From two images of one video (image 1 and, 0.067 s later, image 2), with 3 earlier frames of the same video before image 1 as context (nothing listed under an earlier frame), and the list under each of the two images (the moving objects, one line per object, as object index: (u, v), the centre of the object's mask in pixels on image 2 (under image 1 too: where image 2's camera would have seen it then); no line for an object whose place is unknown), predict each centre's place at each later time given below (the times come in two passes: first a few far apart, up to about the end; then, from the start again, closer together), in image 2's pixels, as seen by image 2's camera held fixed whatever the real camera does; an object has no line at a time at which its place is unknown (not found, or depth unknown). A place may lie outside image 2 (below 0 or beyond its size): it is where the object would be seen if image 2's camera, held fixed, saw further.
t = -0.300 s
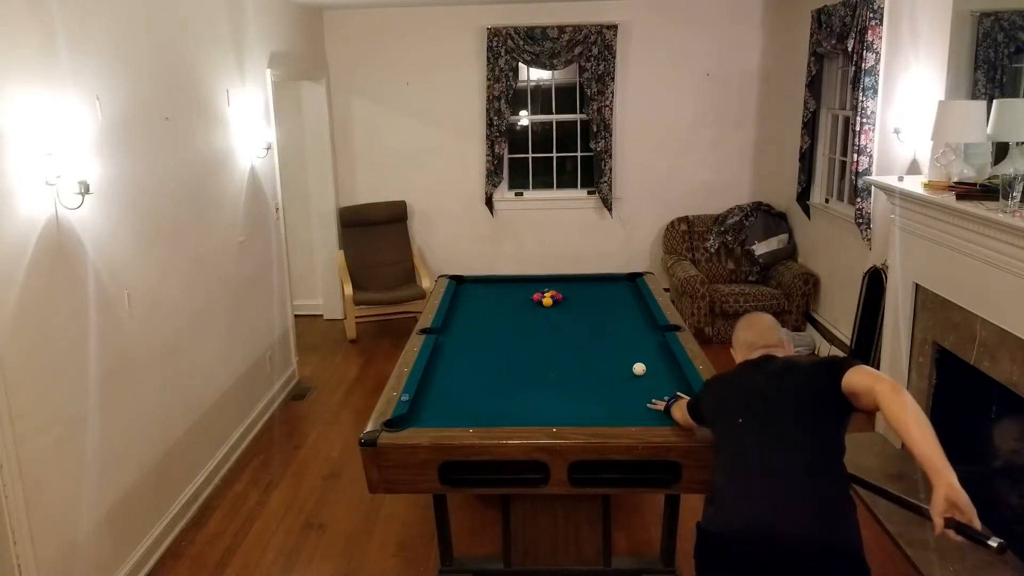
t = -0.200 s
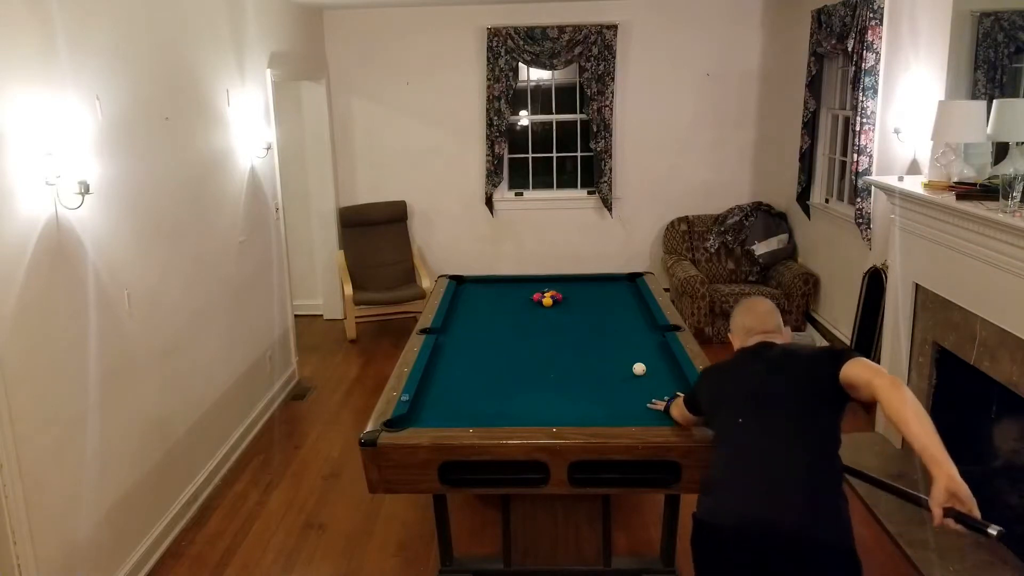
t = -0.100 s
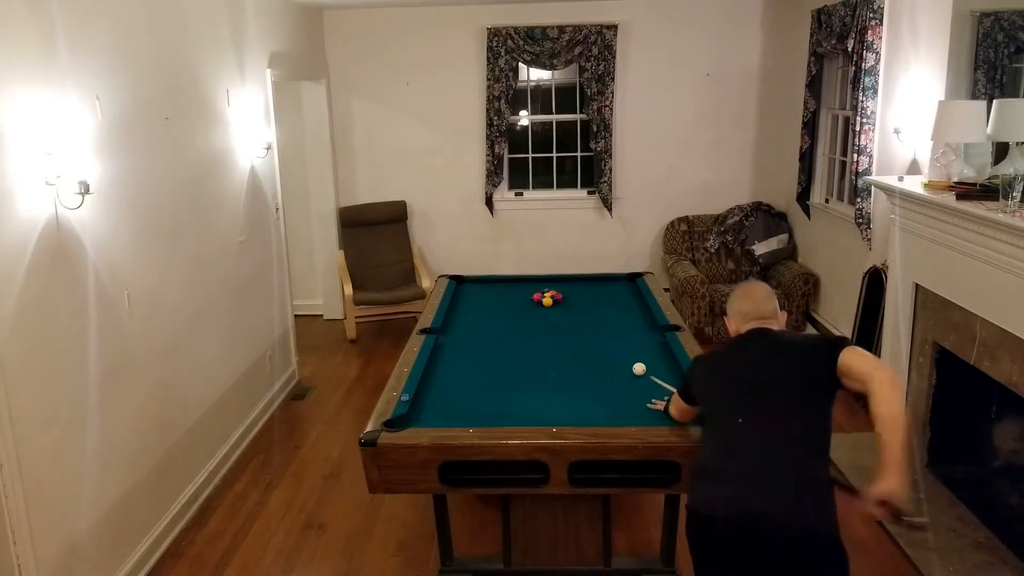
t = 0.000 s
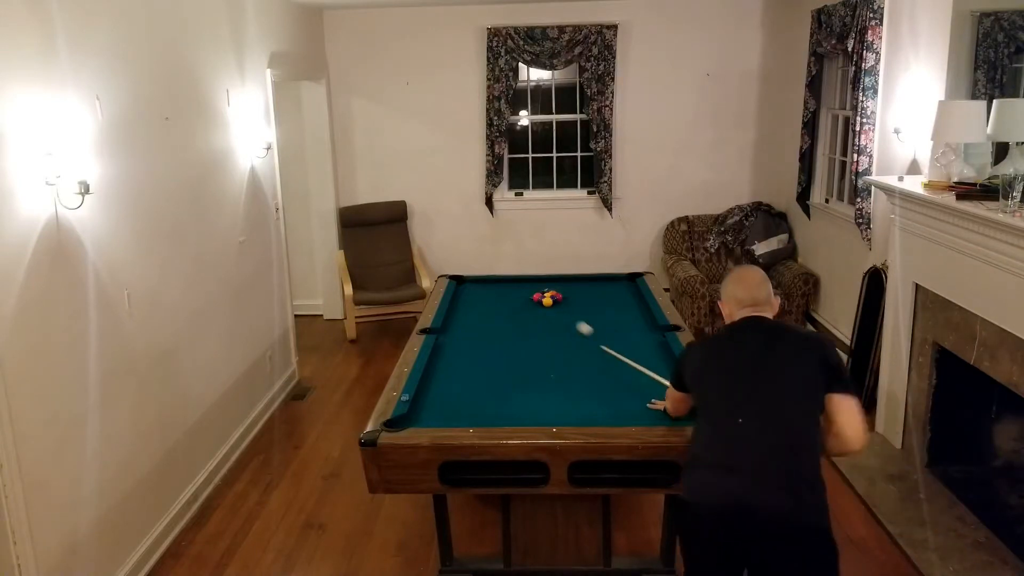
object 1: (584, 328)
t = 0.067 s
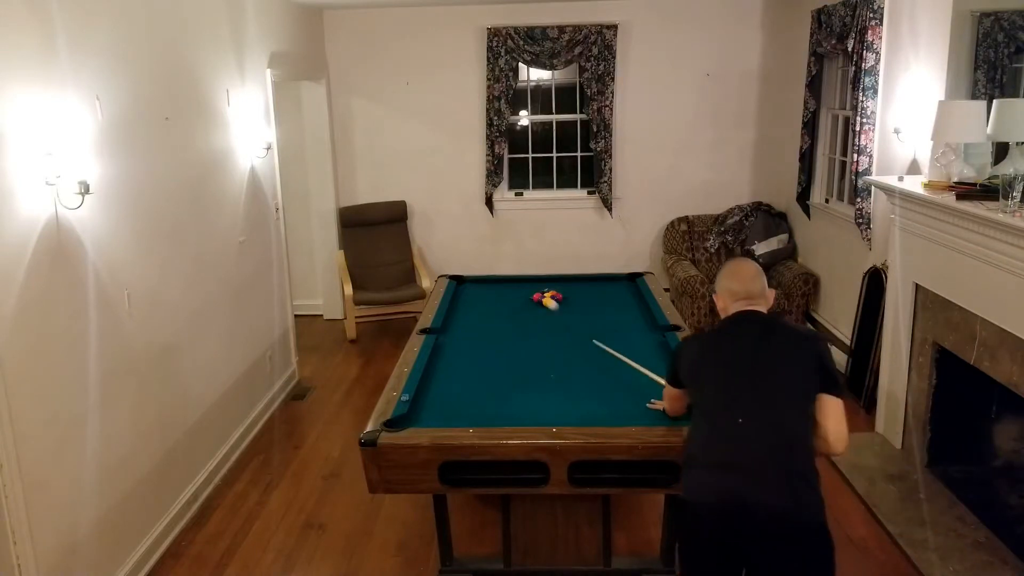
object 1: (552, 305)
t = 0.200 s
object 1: (556, 308)
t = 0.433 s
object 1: (561, 313)
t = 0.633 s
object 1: (562, 314)
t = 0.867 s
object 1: (563, 316)
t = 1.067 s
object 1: (564, 317)
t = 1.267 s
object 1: (565, 319)
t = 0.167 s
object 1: (555, 306)
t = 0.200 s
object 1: (556, 308)
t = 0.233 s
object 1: (557, 309)
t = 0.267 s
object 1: (558, 310)
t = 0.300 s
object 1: (559, 311)
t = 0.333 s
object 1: (560, 312)
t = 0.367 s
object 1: (560, 312)
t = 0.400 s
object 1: (561, 313)
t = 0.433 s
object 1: (561, 313)
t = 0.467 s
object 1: (561, 313)
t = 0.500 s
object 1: (561, 313)
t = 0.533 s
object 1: (562, 314)
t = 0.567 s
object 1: (562, 314)
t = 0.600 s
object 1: (562, 314)
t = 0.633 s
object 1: (562, 314)
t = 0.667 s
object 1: (562, 315)
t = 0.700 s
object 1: (563, 315)
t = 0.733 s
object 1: (563, 315)
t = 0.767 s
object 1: (563, 315)
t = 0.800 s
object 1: (563, 316)
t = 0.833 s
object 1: (563, 316)
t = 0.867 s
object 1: (563, 316)
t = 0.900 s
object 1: (563, 317)
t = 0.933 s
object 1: (564, 317)
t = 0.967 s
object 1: (564, 317)
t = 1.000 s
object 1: (564, 317)
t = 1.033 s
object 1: (564, 317)
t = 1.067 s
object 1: (564, 317)
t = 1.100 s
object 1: (565, 317)
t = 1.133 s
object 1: (565, 318)
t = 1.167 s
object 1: (565, 318)
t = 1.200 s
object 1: (565, 318)
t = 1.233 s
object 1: (565, 319)
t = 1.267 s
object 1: (565, 319)
